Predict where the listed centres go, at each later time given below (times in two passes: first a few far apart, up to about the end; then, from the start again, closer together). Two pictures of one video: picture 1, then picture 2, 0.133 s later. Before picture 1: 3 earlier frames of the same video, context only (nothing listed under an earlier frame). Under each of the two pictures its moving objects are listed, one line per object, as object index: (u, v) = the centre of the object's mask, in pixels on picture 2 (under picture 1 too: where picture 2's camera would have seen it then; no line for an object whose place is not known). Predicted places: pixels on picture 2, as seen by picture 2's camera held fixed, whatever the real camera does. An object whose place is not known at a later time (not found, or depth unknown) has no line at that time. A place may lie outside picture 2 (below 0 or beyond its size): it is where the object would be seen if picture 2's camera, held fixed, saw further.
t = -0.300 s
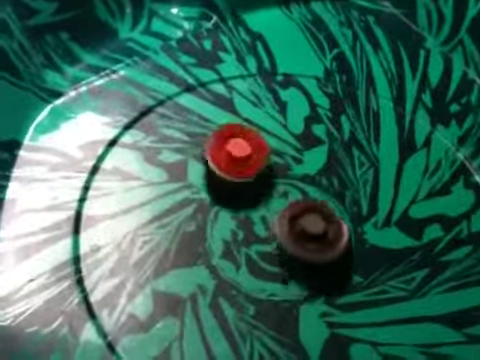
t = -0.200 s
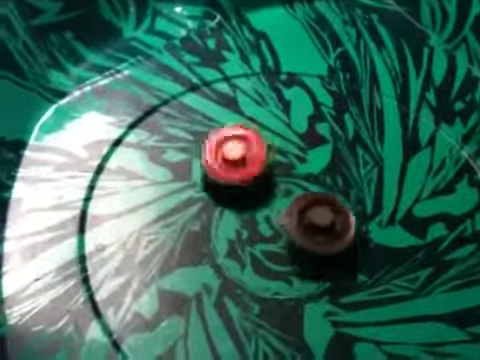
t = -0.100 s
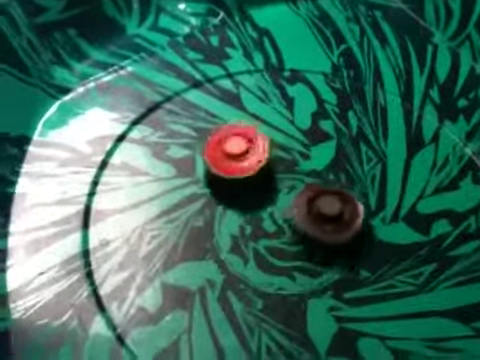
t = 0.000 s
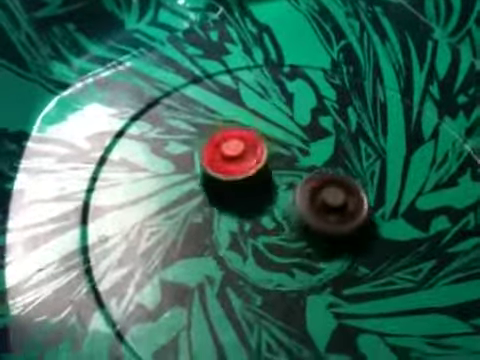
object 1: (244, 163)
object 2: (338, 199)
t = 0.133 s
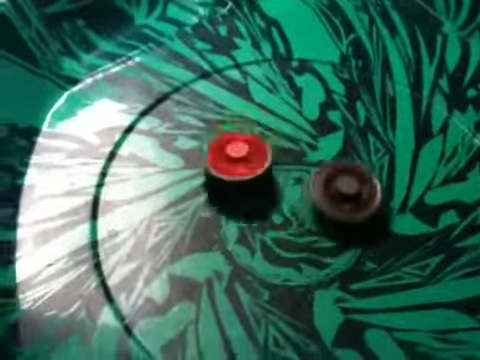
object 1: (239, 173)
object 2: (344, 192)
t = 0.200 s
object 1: (237, 175)
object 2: (347, 189)
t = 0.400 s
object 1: (238, 178)
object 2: (354, 184)
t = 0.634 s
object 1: (241, 192)
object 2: (356, 180)
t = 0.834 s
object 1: (243, 215)
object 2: (352, 182)
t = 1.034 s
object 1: (243, 218)
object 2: (342, 186)
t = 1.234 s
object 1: (247, 220)
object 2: (327, 189)
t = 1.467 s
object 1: (243, 241)
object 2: (330, 187)
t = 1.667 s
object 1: (245, 246)
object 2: (325, 183)
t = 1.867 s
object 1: (258, 243)
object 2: (318, 182)
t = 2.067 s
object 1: (291, 254)
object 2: (312, 181)
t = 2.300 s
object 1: (303, 272)
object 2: (304, 182)
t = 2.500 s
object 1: (304, 263)
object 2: (298, 182)
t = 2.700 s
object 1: (293, 276)
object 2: (306, 152)
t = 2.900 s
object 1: (299, 255)
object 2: (307, 142)
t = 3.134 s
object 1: (324, 235)
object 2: (310, 140)
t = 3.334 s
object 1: (346, 228)
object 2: (314, 145)
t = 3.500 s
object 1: (351, 242)
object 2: (315, 155)
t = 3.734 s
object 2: (308, 171)
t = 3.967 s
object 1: (312, 261)
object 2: (290, 166)
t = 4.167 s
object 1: (311, 260)
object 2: (281, 163)
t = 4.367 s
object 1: (311, 260)
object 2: (277, 163)
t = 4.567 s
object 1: (311, 258)
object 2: (277, 163)
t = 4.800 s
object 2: (282, 168)
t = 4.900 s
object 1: (310, 256)
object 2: (283, 172)
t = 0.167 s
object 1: (238, 174)
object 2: (346, 190)
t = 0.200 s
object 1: (237, 175)
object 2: (347, 189)
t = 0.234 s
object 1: (236, 175)
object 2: (348, 188)
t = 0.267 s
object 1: (236, 176)
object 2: (349, 187)
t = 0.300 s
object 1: (236, 175)
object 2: (351, 186)
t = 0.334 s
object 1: (237, 176)
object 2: (351, 186)
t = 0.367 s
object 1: (237, 177)
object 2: (353, 184)
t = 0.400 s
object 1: (238, 178)
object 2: (354, 184)
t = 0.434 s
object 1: (236, 181)
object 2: (355, 182)
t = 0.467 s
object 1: (236, 181)
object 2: (355, 181)
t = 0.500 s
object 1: (237, 183)
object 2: (356, 181)
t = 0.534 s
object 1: (237, 184)
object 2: (356, 180)
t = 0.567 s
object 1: (237, 186)
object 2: (356, 180)
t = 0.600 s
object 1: (240, 189)
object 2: (356, 180)
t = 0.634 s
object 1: (241, 192)
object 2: (356, 180)
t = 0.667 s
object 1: (242, 197)
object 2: (356, 180)
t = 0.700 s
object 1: (244, 201)
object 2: (355, 180)
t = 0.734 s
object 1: (244, 204)
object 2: (355, 180)
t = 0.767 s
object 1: (244, 208)
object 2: (354, 180)
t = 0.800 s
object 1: (244, 212)
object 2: (353, 181)
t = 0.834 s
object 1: (243, 215)
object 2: (352, 182)
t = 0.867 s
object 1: (242, 216)
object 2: (350, 183)
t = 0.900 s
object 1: (242, 218)
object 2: (348, 183)
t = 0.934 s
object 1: (241, 218)
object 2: (347, 184)
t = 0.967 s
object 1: (241, 218)
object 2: (345, 184)
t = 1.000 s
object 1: (241, 218)
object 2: (344, 185)
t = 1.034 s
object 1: (243, 218)
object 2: (342, 186)
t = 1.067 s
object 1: (245, 218)
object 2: (340, 186)
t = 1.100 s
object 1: (245, 218)
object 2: (337, 187)
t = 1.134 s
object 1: (245, 218)
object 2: (335, 188)
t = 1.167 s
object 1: (245, 218)
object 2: (332, 189)
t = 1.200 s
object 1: (246, 219)
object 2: (330, 189)
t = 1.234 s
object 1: (247, 220)
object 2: (327, 189)
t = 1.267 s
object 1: (249, 221)
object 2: (326, 190)
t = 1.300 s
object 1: (252, 222)
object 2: (323, 190)
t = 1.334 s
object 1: (250, 224)
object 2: (326, 190)
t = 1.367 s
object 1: (245, 228)
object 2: (331, 188)
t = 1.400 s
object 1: (243, 234)
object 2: (332, 188)
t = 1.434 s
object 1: (245, 241)
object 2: (331, 187)
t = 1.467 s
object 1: (243, 241)
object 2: (330, 187)
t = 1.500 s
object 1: (244, 244)
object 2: (329, 186)
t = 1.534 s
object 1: (242, 244)
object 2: (329, 185)
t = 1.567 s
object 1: (242, 245)
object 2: (328, 185)
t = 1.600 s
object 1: (242, 246)
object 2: (327, 185)
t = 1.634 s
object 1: (243, 246)
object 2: (326, 184)
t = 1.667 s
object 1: (245, 246)
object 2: (325, 183)
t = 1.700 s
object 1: (245, 244)
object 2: (324, 183)
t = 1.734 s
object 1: (246, 244)
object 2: (323, 182)
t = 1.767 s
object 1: (248, 244)
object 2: (322, 182)
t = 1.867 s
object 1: (258, 243)
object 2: (318, 182)
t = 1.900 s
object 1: (265, 243)
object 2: (317, 182)
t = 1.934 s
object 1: (271, 246)
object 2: (316, 182)
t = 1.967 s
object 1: (278, 249)
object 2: (315, 181)
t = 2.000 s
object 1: (282, 249)
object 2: (314, 181)
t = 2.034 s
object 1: (287, 250)
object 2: (312, 181)
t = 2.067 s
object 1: (291, 254)
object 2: (312, 181)
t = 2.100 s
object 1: (297, 258)
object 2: (310, 181)
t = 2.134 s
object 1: (300, 262)
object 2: (309, 182)
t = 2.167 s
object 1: (302, 265)
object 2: (308, 183)
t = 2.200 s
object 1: (302, 266)
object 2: (306, 182)
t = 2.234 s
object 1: (301, 268)
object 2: (306, 182)
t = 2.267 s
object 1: (302, 272)
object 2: (305, 181)
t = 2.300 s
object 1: (303, 272)
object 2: (304, 182)
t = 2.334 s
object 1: (304, 272)
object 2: (303, 181)
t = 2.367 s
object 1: (304, 273)
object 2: (302, 182)
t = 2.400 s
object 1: (303, 271)
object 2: (301, 182)
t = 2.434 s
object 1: (303, 267)
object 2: (300, 182)
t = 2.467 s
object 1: (303, 266)
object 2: (299, 182)
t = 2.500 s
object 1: (304, 263)
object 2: (298, 182)
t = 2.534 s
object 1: (305, 263)
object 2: (298, 182)
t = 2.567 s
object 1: (303, 273)
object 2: (302, 176)
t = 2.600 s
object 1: (299, 281)
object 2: (304, 164)
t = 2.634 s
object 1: (297, 283)
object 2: (306, 157)
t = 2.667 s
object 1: (294, 277)
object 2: (306, 154)
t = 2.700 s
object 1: (293, 276)
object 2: (306, 152)
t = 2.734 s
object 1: (289, 273)
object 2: (305, 150)
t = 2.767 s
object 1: (288, 268)
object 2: (306, 147)
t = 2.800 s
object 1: (288, 268)
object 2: (306, 145)
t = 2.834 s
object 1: (293, 273)
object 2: (307, 144)
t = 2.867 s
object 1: (297, 270)
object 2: (307, 143)
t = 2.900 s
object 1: (299, 255)
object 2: (307, 142)
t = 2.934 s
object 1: (302, 245)
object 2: (306, 141)
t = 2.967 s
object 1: (303, 248)
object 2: (307, 141)
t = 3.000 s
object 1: (308, 246)
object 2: (308, 140)
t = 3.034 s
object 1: (314, 240)
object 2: (309, 140)
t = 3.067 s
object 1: (315, 249)
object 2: (309, 140)
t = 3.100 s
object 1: (319, 237)
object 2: (310, 140)
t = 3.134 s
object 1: (324, 235)
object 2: (310, 140)
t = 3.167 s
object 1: (329, 232)
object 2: (310, 140)
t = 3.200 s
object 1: (332, 230)
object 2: (311, 140)
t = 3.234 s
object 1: (335, 228)
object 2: (311, 141)
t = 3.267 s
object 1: (338, 229)
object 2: (312, 142)
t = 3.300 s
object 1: (342, 228)
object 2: (313, 143)
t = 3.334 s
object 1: (346, 228)
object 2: (314, 145)
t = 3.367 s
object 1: (348, 229)
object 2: (315, 147)
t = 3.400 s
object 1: (349, 231)
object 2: (315, 148)
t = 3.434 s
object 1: (349, 232)
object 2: (315, 150)
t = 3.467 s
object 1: (349, 233)
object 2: (315, 151)
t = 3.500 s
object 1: (351, 242)
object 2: (315, 155)
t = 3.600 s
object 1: (352, 245)
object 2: (314, 165)
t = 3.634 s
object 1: (352, 245)
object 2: (312, 168)
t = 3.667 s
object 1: (351, 245)
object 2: (311, 169)
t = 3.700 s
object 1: (349, 246)
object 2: (309, 171)
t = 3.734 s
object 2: (308, 171)
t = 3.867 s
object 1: (320, 258)
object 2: (298, 169)
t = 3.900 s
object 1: (315, 260)
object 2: (295, 167)
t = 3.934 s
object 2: (292, 167)
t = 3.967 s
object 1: (312, 261)
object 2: (290, 166)
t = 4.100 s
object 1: (311, 260)
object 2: (284, 164)
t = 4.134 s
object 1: (311, 260)
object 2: (282, 164)
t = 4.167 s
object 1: (311, 260)
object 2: (281, 163)
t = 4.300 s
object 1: (311, 260)
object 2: (278, 163)
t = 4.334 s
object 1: (311, 260)
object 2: (278, 163)
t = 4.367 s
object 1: (311, 260)
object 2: (277, 163)
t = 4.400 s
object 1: (311, 260)
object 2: (277, 163)
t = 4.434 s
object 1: (310, 259)
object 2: (277, 163)
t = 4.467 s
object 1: (310, 259)
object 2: (277, 163)
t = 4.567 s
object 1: (311, 258)
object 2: (277, 163)
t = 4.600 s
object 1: (311, 258)
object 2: (278, 164)
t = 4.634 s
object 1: (310, 258)
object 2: (278, 164)
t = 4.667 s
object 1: (310, 258)
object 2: (278, 165)
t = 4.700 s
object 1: (310, 257)
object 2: (279, 166)
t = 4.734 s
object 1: (310, 257)
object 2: (280, 167)
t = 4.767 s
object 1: (310, 257)
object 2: (281, 168)
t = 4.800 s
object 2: (282, 168)
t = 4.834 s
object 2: (283, 169)
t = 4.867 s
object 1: (310, 256)
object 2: (283, 170)
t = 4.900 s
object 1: (310, 256)
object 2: (283, 172)
